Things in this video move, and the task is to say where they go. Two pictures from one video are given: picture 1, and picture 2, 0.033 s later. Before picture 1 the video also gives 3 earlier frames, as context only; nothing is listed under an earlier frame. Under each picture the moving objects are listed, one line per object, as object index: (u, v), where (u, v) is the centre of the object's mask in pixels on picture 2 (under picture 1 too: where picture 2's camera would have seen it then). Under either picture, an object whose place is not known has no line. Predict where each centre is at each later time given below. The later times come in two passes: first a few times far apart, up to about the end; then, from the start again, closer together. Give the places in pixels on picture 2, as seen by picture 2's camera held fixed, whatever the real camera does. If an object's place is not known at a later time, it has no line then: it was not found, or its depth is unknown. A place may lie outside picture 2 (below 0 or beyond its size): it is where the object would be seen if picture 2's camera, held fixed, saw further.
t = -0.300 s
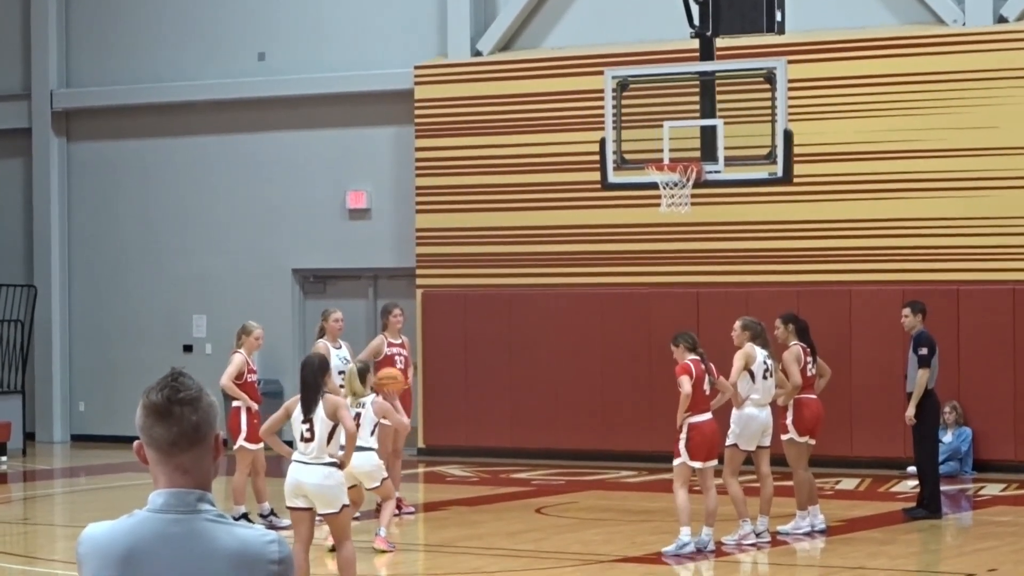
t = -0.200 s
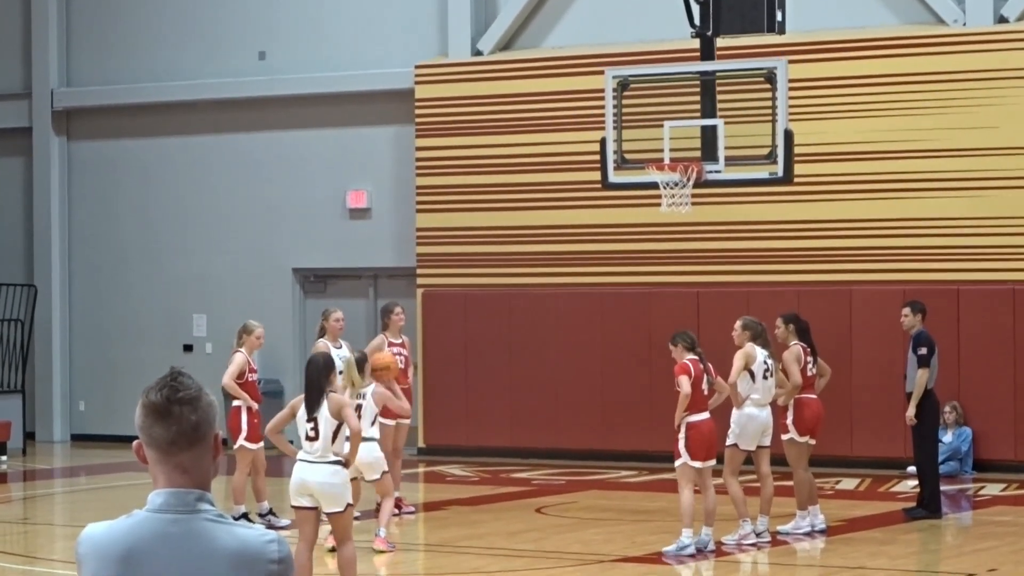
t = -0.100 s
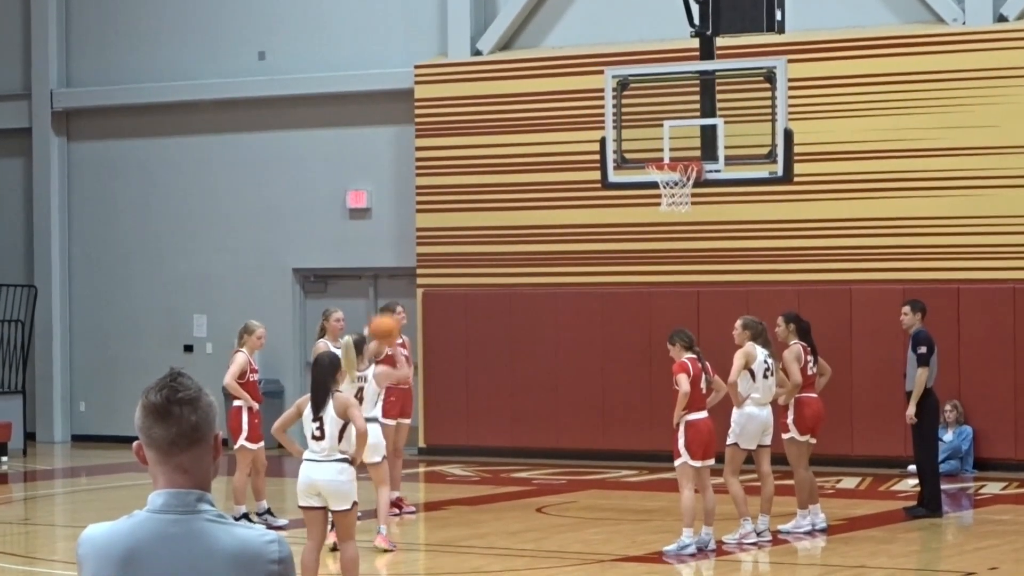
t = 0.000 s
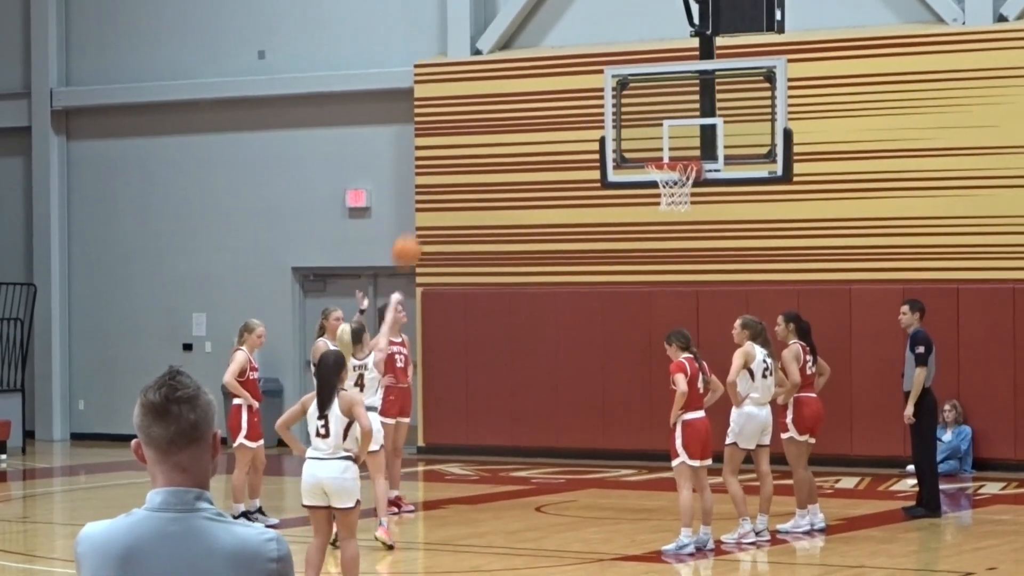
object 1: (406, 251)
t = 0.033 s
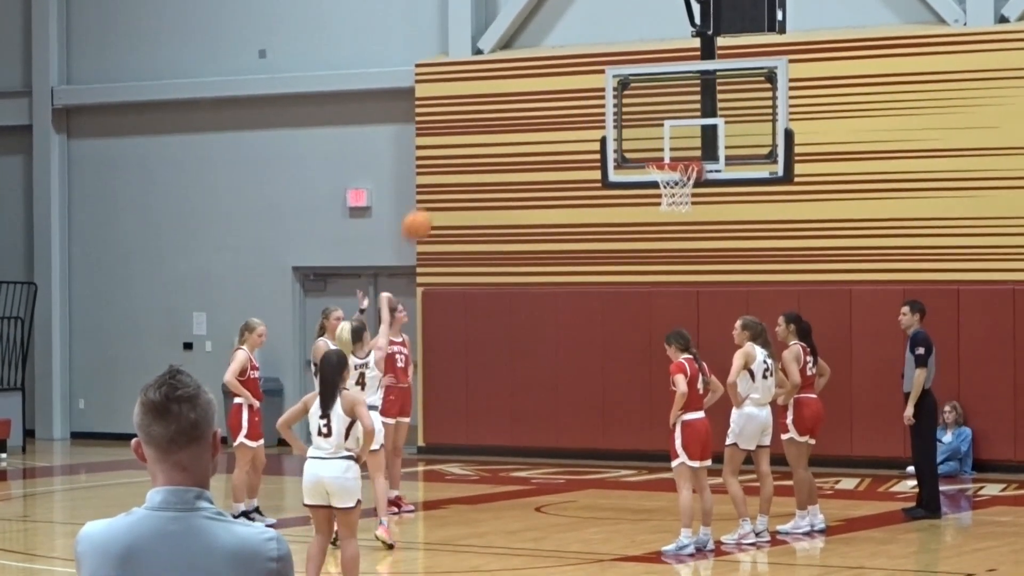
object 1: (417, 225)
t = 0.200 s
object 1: (462, 125)
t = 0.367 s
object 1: (506, 60)
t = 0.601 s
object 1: (565, 30)
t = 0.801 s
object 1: (612, 55)
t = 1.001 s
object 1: (658, 123)
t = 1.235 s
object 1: (692, 213)
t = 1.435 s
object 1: (698, 287)
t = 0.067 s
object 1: (425, 202)
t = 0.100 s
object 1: (435, 180)
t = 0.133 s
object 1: (444, 160)
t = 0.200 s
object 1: (462, 125)
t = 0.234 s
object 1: (471, 109)
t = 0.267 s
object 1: (480, 94)
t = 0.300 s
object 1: (489, 82)
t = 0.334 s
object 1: (498, 69)
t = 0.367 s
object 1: (506, 60)
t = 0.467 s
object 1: (531, 39)
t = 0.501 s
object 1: (540, 34)
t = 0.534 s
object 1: (548, 32)
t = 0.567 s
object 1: (556, 31)
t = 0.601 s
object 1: (565, 30)
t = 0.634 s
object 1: (573, 31)
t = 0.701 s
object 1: (589, 37)
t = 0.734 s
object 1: (597, 42)
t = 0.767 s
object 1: (605, 49)
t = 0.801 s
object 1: (612, 55)
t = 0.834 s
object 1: (621, 63)
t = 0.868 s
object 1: (628, 72)
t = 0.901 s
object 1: (636, 85)
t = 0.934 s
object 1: (643, 95)
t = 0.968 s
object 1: (651, 108)
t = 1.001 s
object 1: (658, 123)
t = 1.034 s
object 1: (666, 139)
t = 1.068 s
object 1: (673, 156)
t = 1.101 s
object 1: (680, 171)
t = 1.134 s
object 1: (688, 186)
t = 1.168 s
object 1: (691, 197)
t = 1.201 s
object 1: (691, 206)
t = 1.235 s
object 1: (692, 213)
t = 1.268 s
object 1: (693, 222)
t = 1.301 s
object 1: (694, 234)
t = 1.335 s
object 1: (695, 246)
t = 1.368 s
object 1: (696, 260)
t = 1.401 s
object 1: (697, 272)
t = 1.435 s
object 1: (698, 287)
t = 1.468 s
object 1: (699, 304)
